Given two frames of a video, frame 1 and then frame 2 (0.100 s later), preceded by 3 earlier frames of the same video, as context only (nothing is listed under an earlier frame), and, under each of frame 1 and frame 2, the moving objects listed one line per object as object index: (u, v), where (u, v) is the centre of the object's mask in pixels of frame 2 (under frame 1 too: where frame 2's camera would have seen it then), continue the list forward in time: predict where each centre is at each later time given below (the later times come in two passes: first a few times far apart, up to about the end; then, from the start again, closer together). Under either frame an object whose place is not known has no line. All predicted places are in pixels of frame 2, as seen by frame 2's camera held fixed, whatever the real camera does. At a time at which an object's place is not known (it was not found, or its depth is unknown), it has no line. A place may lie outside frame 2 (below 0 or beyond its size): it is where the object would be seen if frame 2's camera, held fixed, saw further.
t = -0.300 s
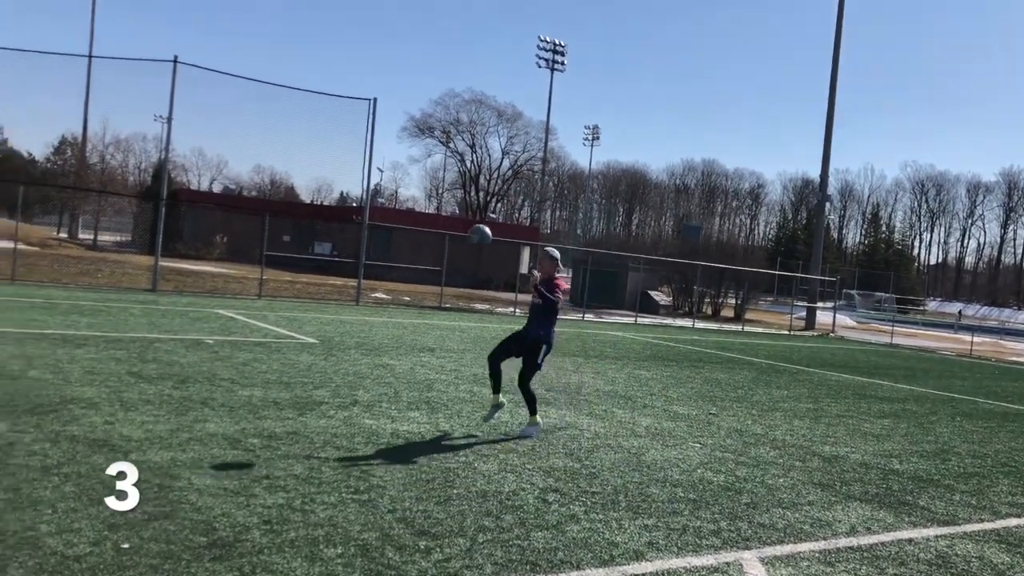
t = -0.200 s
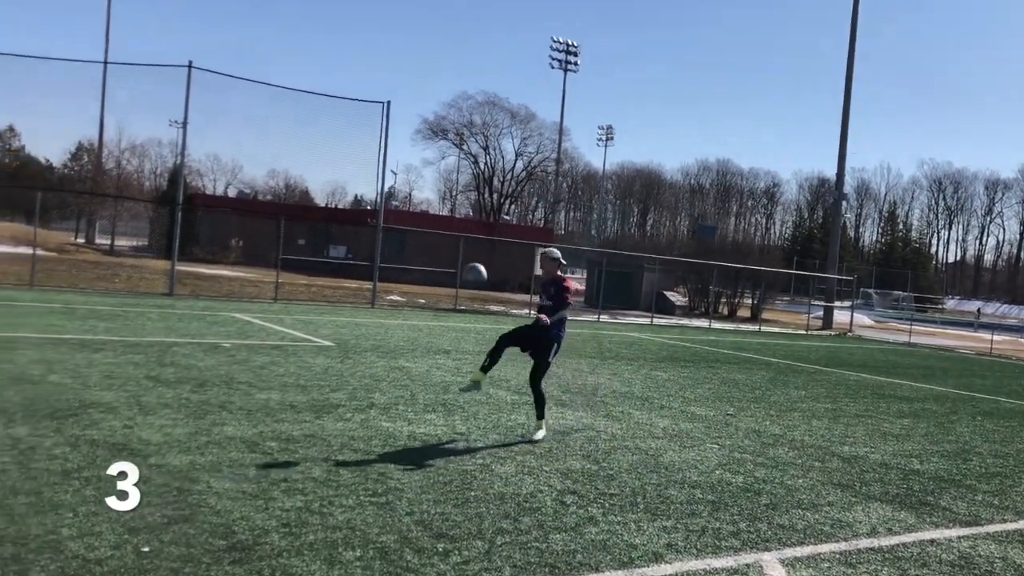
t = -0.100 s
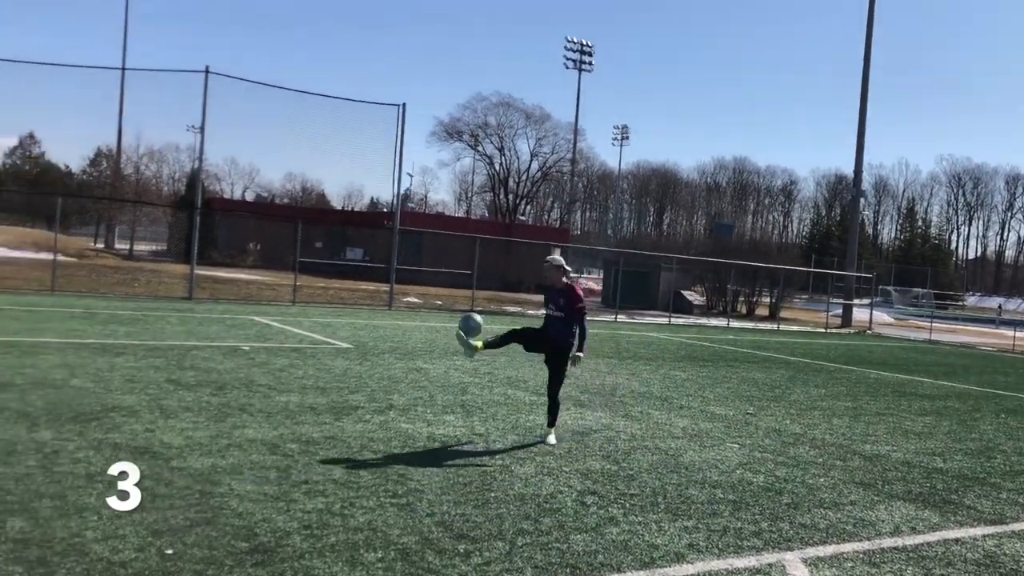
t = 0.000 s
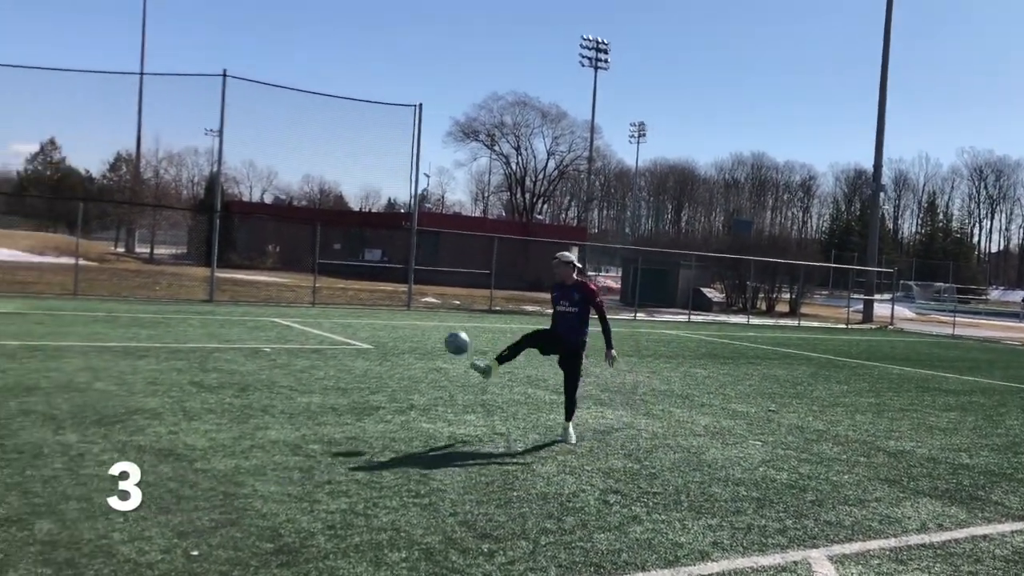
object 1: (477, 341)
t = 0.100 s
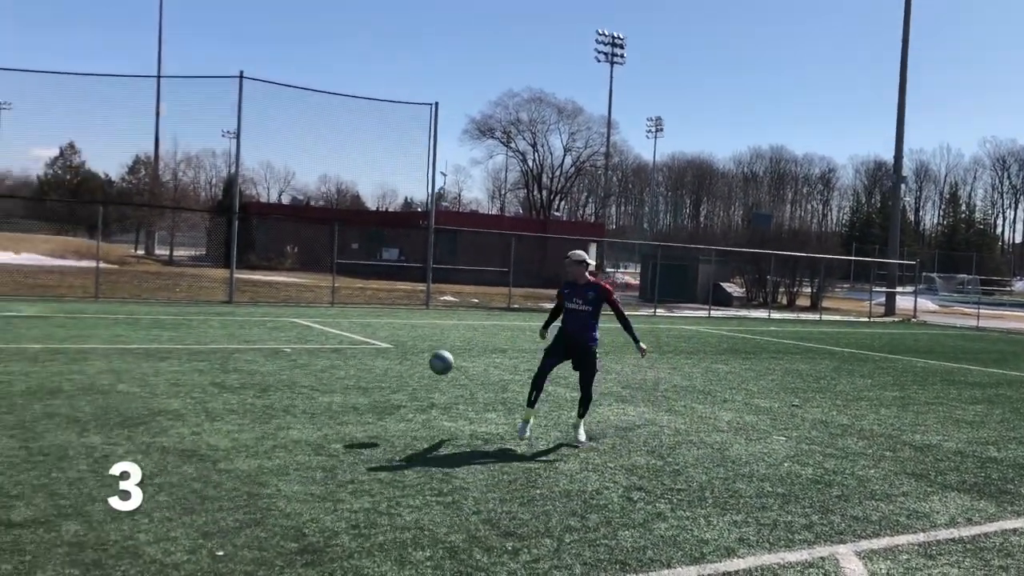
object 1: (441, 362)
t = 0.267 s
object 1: (382, 420)
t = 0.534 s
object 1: (334, 367)
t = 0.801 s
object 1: (282, 389)
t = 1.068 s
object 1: (227, 385)
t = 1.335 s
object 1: (171, 390)
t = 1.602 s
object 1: (121, 391)
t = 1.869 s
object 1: (72, 386)
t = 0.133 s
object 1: (429, 372)
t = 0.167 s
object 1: (417, 383)
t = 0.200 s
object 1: (405, 395)
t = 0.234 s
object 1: (393, 407)
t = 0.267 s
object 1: (382, 420)
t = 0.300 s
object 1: (376, 409)
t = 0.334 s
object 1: (371, 400)
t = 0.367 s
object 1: (364, 391)
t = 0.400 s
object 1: (359, 384)
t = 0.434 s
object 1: (353, 378)
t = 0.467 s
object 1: (346, 373)
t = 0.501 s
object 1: (340, 370)
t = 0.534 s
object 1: (334, 367)
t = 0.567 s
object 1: (328, 366)
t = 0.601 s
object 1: (322, 366)
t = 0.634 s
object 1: (316, 367)
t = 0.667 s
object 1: (309, 369)
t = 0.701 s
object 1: (303, 373)
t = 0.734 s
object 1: (297, 377)
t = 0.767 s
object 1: (290, 383)
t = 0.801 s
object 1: (282, 389)
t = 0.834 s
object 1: (276, 397)
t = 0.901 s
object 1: (263, 400)
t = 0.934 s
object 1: (256, 394)
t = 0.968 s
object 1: (249, 391)
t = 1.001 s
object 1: (242, 387)
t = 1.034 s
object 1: (234, 385)
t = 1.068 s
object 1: (227, 385)
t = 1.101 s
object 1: (220, 386)
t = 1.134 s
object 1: (213, 387)
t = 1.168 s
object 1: (204, 390)
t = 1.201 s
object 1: (198, 395)
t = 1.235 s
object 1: (190, 397)
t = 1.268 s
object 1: (184, 394)
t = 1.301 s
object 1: (178, 391)
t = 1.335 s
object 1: (171, 390)
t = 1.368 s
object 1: (165, 390)
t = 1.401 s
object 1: (159, 391)
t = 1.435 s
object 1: (152, 393)
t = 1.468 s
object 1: (145, 392)
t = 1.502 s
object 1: (139, 390)
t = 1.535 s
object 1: (133, 389)
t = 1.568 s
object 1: (127, 389)
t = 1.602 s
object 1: (121, 391)
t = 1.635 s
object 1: (114, 389)
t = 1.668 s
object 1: (108, 389)
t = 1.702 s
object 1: (103, 389)
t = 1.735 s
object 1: (97, 388)
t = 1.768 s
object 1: (90, 387)
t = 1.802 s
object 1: (83, 387)
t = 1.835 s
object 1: (78, 386)
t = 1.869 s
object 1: (72, 386)
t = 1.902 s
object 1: (67, 385)
